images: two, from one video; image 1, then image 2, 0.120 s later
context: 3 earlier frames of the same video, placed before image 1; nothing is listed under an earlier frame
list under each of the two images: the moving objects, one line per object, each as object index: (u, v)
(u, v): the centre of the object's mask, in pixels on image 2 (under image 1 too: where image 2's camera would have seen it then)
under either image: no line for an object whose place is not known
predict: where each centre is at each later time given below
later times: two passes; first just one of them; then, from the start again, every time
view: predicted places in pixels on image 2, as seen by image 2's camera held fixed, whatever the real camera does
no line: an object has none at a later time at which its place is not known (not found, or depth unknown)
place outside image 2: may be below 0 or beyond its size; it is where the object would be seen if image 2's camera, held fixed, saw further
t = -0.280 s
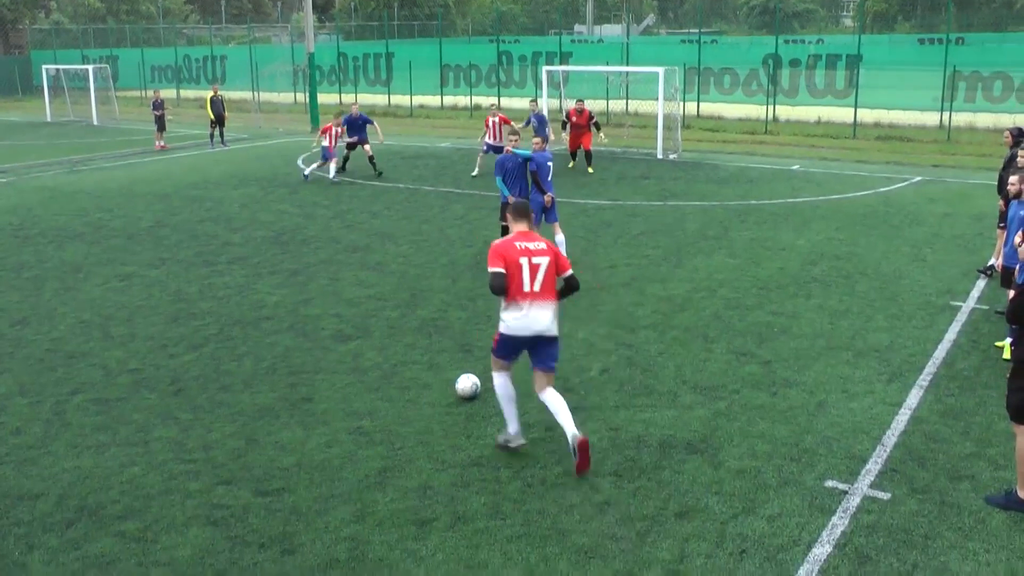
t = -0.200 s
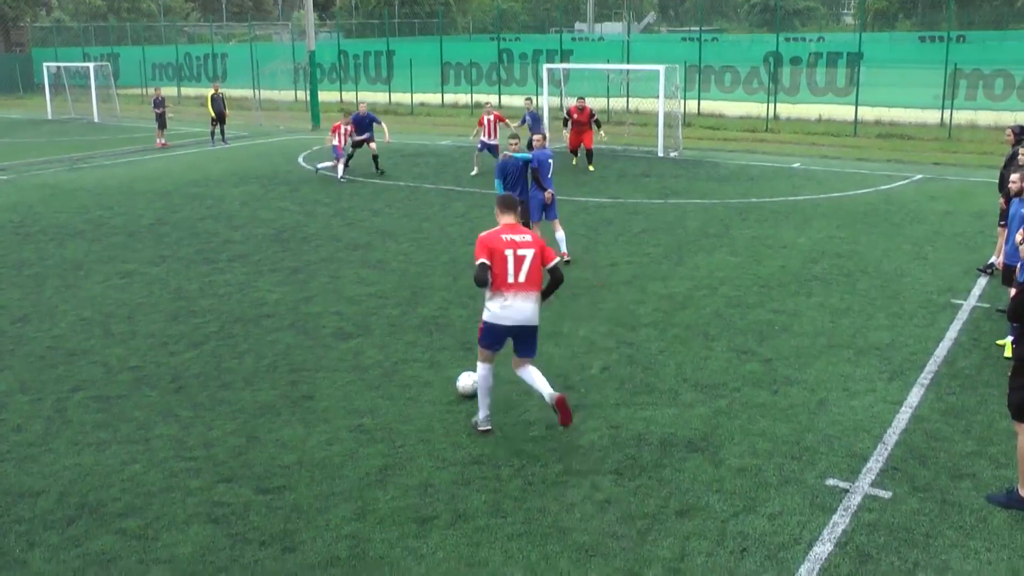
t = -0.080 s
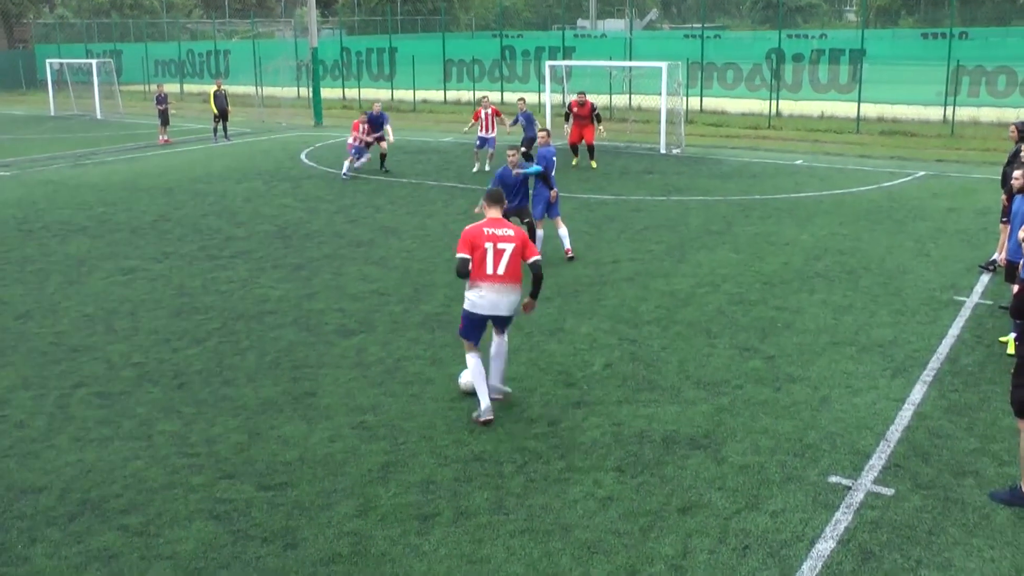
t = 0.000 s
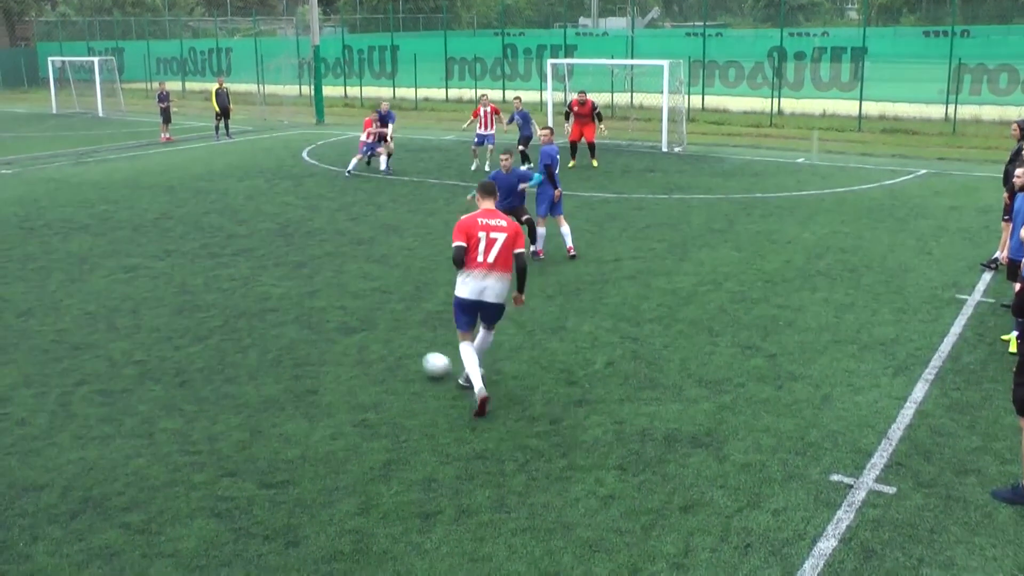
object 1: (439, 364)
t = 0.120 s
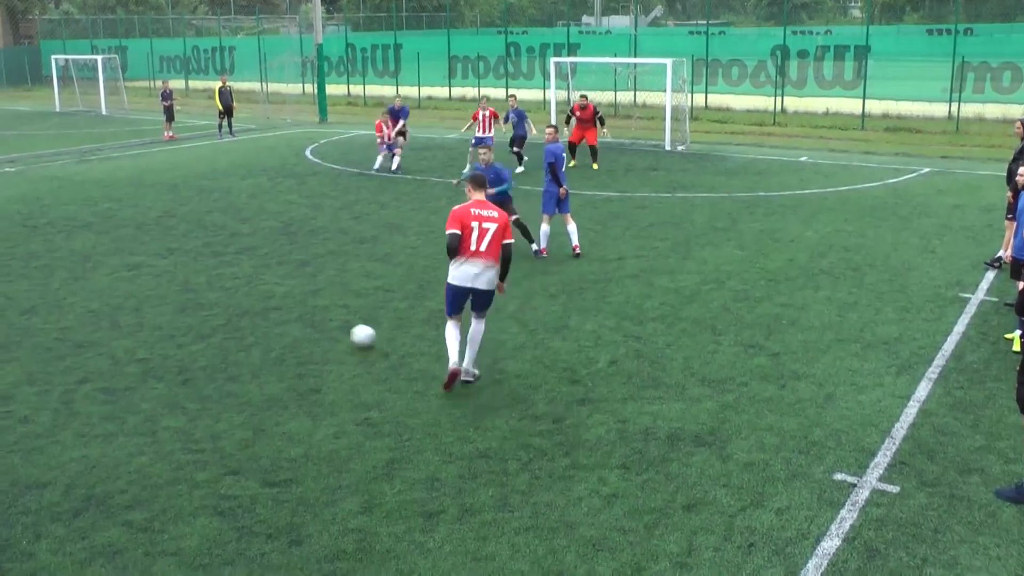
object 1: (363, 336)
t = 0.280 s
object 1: (286, 308)
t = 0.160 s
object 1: (341, 328)
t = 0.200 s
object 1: (321, 321)
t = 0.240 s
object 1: (304, 314)
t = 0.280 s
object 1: (286, 308)
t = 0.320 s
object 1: (270, 303)
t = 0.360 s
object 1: (256, 297)
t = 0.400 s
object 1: (243, 292)
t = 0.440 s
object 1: (231, 288)
